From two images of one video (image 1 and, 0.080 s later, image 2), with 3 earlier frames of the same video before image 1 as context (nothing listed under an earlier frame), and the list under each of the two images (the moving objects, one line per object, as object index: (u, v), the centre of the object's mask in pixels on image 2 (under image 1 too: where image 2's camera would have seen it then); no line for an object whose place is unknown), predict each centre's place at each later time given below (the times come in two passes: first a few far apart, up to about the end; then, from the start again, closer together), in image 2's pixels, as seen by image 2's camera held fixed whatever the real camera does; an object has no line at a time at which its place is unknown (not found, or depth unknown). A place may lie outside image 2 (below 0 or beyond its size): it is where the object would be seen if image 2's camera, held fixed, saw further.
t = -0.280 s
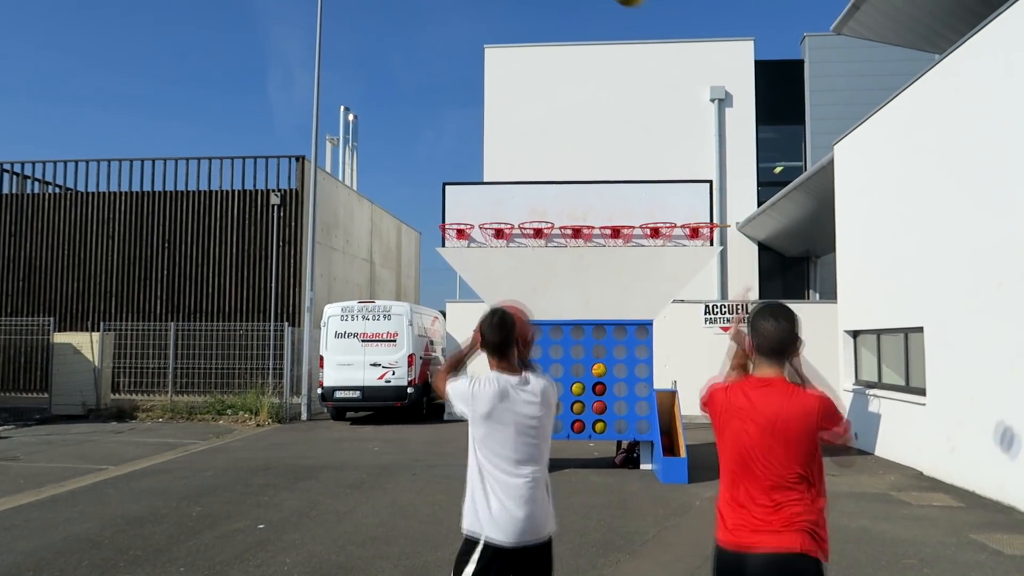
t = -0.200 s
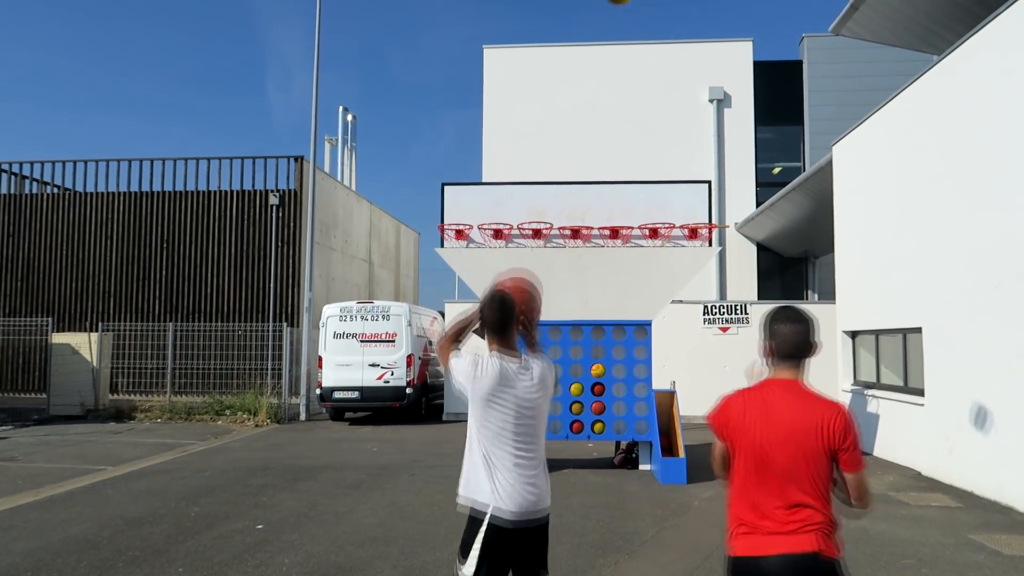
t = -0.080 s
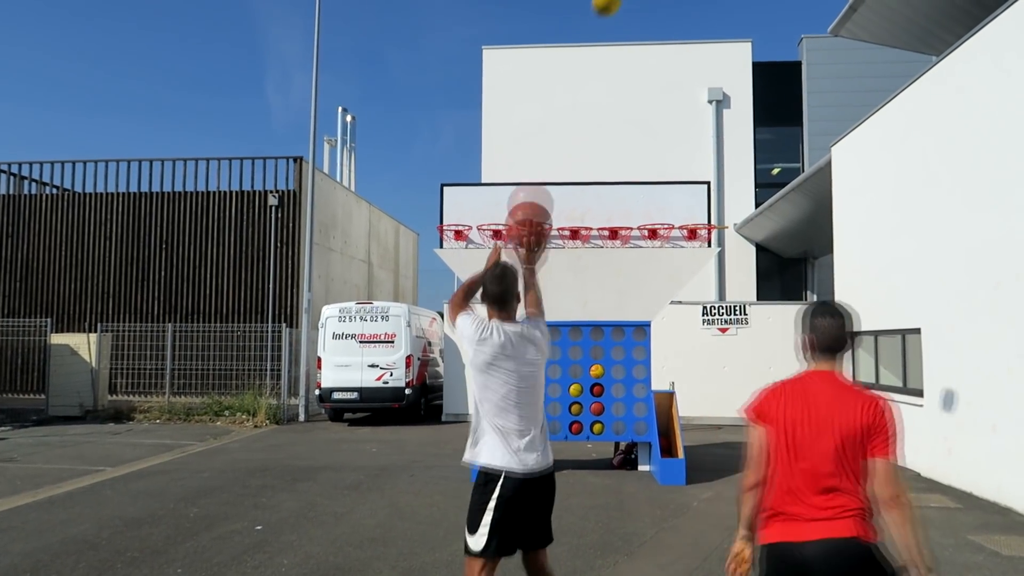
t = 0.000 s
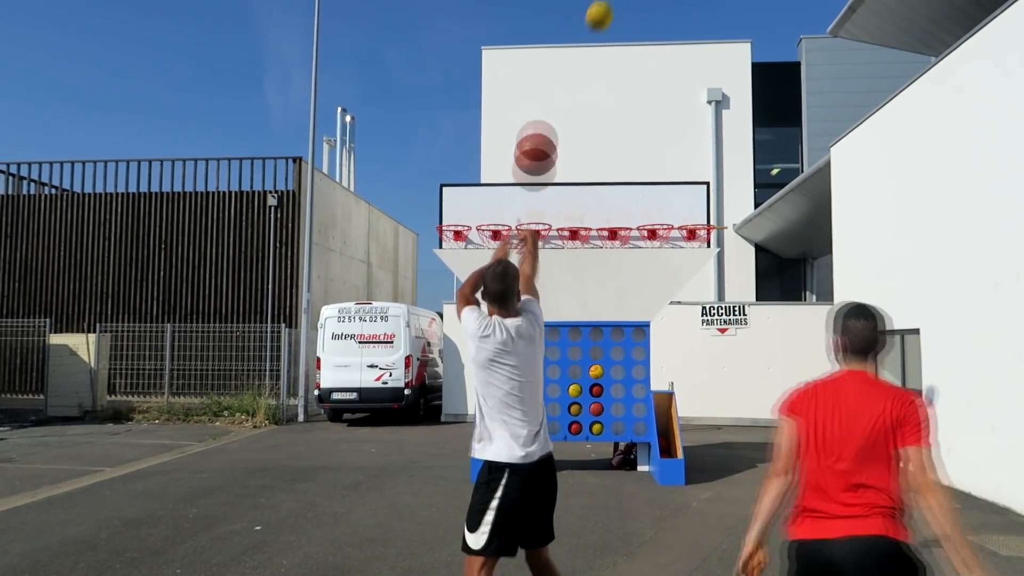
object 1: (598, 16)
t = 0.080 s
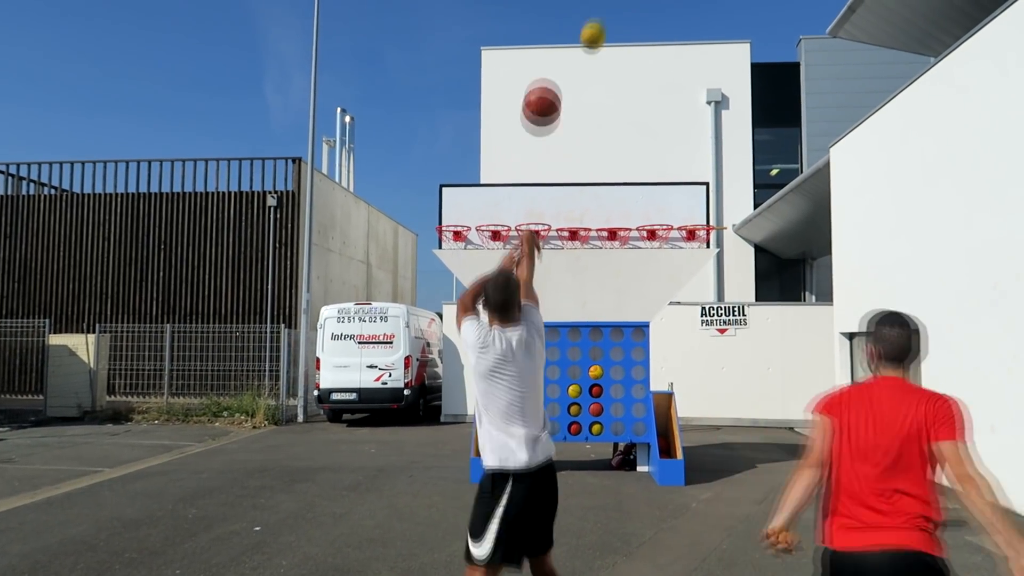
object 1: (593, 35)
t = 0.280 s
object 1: (581, 98)
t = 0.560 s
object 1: (569, 214)
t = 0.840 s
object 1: (555, 216)
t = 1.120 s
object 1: (539, 221)
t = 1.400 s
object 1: (529, 243)
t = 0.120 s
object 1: (590, 46)
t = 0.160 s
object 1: (588, 58)
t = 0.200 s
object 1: (585, 70)
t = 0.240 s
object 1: (583, 83)
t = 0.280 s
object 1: (581, 98)
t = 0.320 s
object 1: (579, 112)
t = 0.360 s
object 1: (577, 128)
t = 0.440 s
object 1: (574, 160)
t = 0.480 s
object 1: (572, 178)
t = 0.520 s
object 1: (571, 197)
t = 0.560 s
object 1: (569, 214)
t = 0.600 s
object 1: (573, 226)
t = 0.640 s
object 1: (579, 224)
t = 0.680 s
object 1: (575, 221)
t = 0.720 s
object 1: (570, 217)
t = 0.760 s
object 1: (564, 216)
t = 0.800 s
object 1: (560, 216)
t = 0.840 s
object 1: (555, 216)
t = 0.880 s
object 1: (550, 218)
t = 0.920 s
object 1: (546, 220)
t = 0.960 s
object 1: (544, 219)
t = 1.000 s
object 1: (543, 219)
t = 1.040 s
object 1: (542, 219)
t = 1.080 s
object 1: (540, 220)
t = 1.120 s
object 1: (539, 221)
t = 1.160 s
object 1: (538, 223)
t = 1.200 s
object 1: (537, 226)
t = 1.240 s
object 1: (535, 230)
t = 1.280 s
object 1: (534, 234)
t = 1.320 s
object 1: (532, 240)
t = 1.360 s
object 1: (531, 242)
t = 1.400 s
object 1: (529, 243)
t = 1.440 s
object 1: (528, 244)
